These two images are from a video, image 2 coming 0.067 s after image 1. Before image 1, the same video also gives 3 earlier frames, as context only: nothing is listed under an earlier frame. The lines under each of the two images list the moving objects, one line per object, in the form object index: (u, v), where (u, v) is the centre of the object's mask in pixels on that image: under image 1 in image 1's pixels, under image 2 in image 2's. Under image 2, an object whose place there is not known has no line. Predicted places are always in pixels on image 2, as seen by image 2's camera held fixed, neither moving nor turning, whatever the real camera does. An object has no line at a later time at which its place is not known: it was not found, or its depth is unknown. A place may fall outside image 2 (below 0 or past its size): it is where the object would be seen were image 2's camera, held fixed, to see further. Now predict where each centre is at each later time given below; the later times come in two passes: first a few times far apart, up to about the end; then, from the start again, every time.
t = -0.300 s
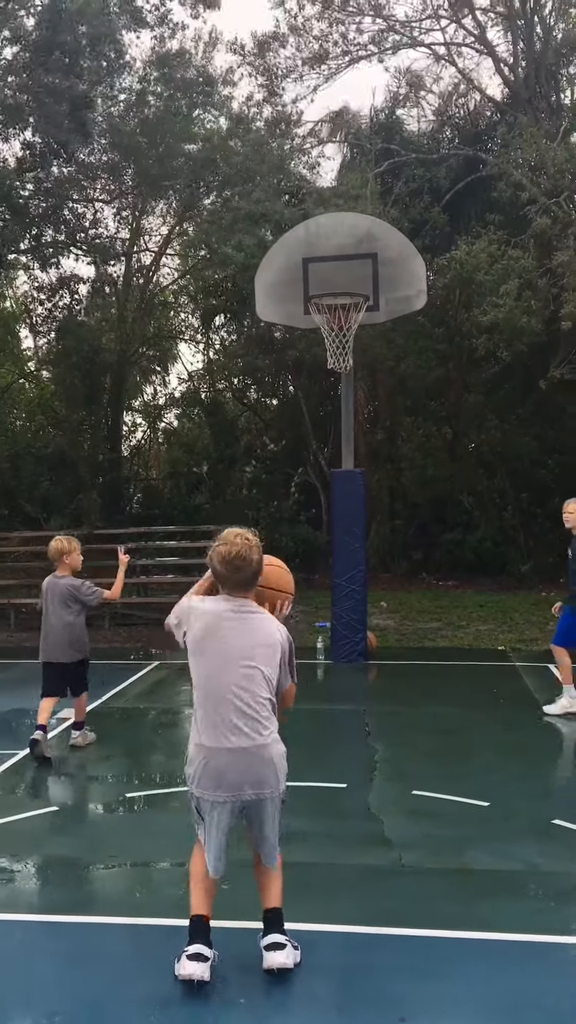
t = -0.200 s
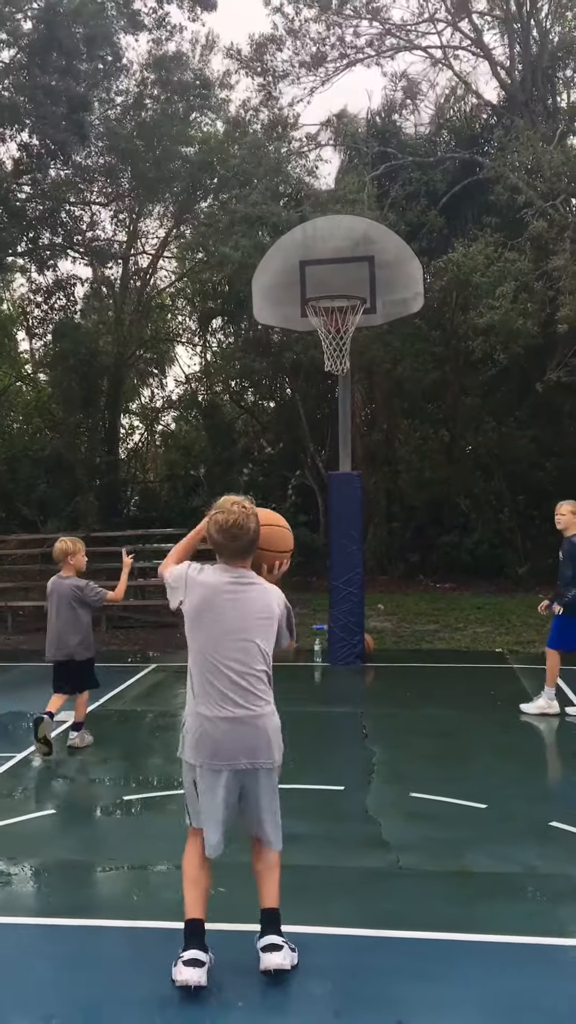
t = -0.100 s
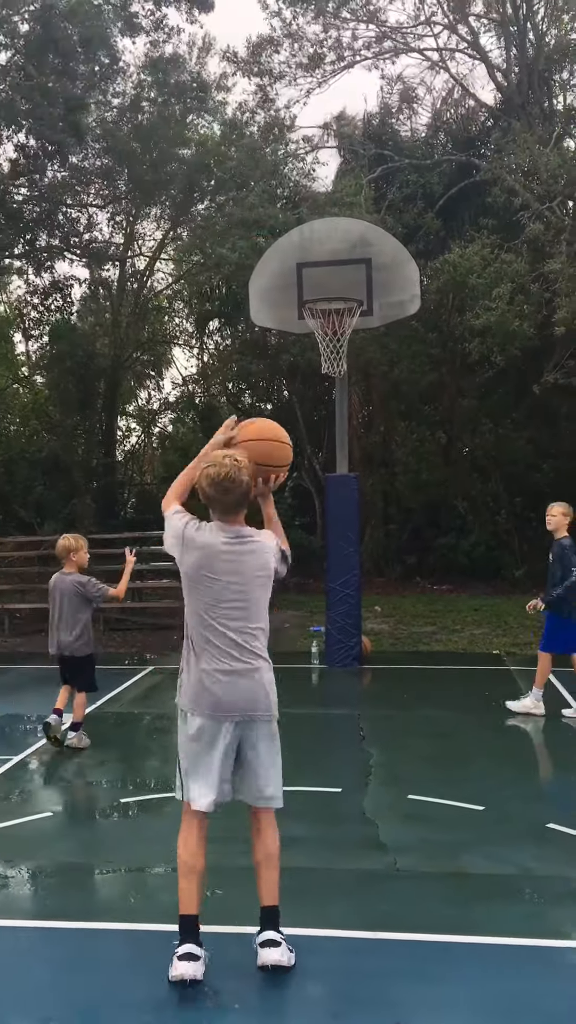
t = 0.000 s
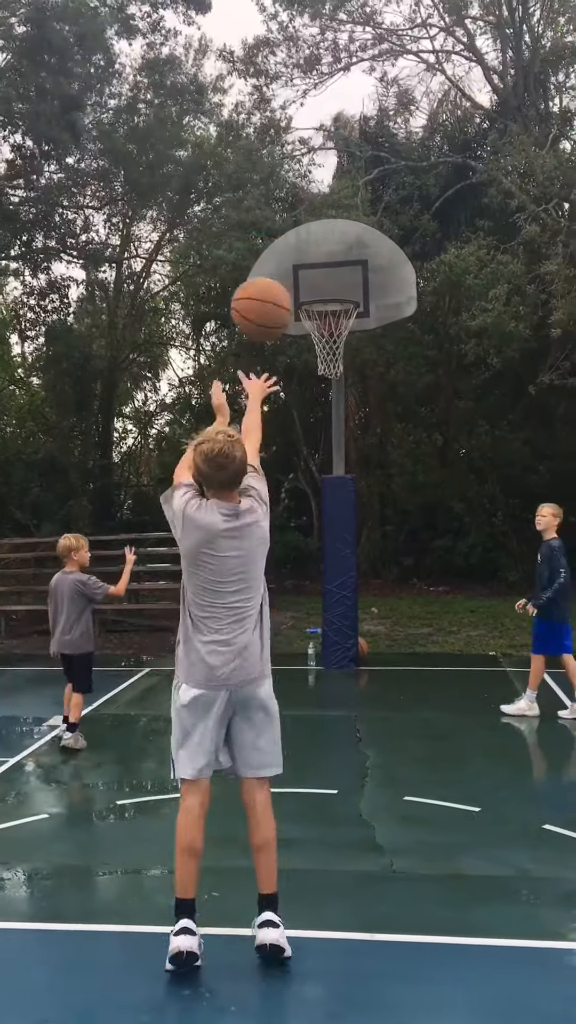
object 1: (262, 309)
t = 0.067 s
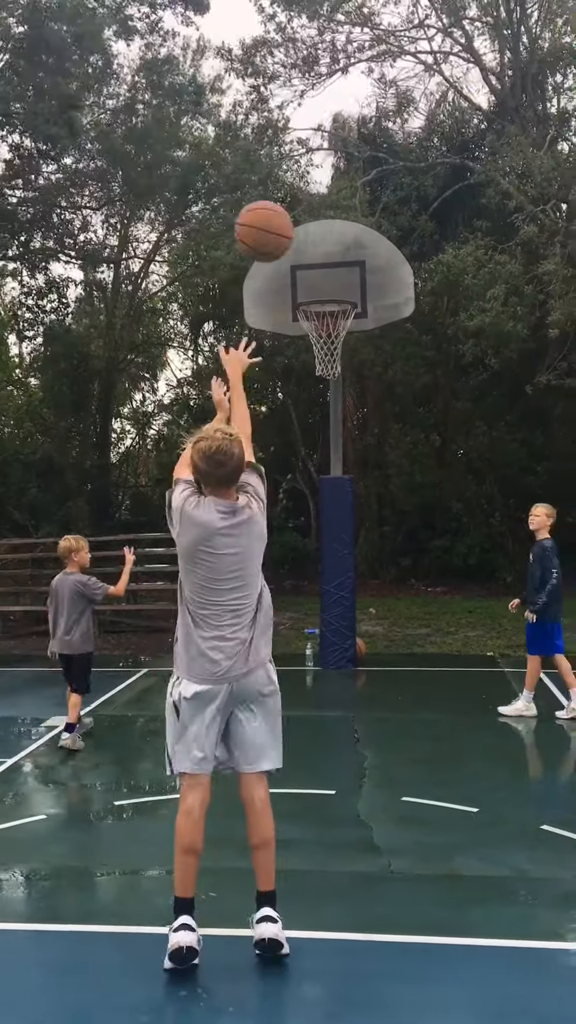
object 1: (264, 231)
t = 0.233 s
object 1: (274, 111)
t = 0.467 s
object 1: (288, 69)
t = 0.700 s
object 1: (298, 123)
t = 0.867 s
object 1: (305, 203)
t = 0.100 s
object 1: (267, 201)
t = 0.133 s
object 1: (268, 172)
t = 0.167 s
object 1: (269, 149)
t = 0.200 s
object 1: (272, 128)
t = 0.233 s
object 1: (274, 111)
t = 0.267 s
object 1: (276, 97)
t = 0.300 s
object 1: (278, 87)
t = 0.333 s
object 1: (281, 79)
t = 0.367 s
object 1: (283, 71)
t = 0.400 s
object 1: (284, 69)
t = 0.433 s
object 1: (286, 68)
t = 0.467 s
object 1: (288, 69)
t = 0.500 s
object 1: (290, 71)
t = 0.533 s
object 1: (291, 76)
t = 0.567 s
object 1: (293, 82)
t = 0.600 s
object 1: (294, 90)
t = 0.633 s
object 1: (296, 100)
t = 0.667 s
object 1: (297, 111)
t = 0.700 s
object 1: (298, 123)
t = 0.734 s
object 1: (300, 136)
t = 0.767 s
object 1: (302, 151)
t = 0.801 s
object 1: (303, 166)
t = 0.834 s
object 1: (304, 184)
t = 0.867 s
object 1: (305, 203)
